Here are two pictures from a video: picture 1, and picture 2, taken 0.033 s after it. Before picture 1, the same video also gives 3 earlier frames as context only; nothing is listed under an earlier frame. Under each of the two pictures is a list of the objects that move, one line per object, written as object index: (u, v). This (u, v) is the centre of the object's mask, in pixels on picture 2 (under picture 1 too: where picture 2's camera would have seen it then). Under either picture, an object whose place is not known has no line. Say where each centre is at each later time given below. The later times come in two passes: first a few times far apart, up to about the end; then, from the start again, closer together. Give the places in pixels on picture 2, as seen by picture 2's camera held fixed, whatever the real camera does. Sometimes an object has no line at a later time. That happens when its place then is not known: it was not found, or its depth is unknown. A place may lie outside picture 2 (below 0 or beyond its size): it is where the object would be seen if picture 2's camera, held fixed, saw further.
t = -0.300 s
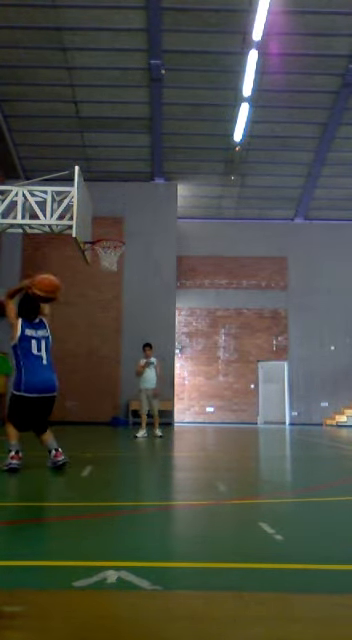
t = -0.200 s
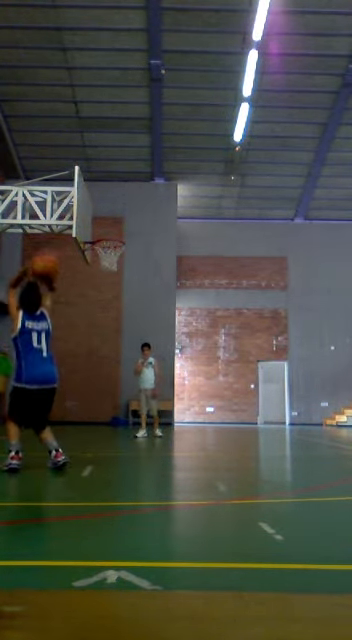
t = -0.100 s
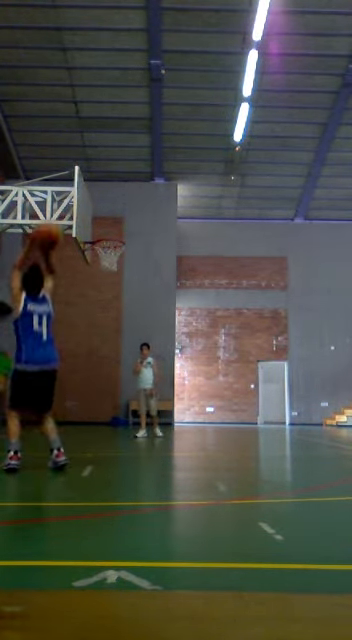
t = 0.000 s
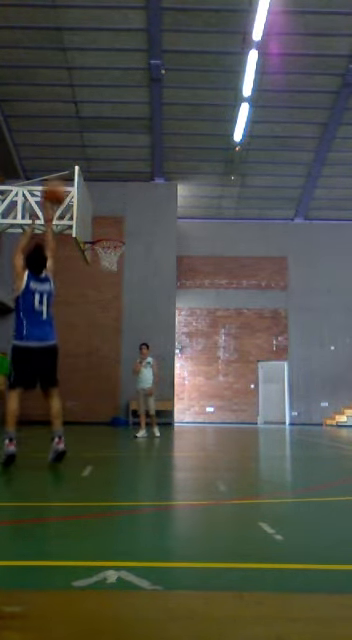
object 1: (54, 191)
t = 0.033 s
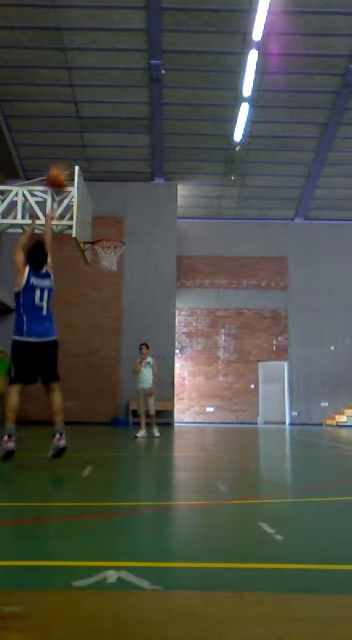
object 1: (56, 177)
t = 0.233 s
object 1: (72, 127)
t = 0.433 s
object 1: (81, 118)
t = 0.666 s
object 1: (89, 141)
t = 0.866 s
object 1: (95, 183)
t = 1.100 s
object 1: (102, 227)
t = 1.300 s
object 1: (124, 203)
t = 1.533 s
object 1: (146, 204)
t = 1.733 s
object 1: (164, 231)
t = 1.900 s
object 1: (177, 268)
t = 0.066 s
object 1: (60, 166)
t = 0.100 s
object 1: (63, 156)
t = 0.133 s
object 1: (66, 146)
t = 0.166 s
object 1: (68, 139)
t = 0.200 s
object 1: (69, 134)
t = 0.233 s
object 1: (72, 127)
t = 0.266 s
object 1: (74, 124)
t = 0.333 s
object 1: (77, 119)
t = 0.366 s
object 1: (79, 118)
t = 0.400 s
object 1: (80, 118)
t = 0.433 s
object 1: (81, 118)
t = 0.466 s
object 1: (83, 120)
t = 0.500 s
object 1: (85, 122)
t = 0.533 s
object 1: (86, 124)
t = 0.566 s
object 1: (87, 127)
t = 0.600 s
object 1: (88, 131)
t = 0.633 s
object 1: (89, 136)
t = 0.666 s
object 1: (89, 141)
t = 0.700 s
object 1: (90, 147)
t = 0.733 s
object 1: (91, 153)
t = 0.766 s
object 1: (92, 160)
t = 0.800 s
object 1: (94, 167)
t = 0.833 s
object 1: (94, 176)
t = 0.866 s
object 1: (95, 183)
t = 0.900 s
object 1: (95, 192)
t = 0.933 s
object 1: (96, 202)
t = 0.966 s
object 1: (96, 213)
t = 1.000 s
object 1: (97, 225)
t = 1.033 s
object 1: (98, 230)
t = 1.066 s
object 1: (97, 232)
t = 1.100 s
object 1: (102, 227)
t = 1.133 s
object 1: (106, 221)
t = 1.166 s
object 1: (110, 217)
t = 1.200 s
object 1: (114, 212)
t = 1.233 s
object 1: (117, 209)
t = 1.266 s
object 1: (120, 205)
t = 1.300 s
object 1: (124, 203)
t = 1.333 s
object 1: (128, 201)
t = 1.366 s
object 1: (131, 201)
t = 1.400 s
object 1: (134, 200)
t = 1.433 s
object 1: (137, 201)
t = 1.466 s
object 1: (140, 201)
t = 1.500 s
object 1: (143, 203)
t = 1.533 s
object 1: (146, 204)
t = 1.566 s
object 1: (149, 207)
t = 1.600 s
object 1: (152, 212)
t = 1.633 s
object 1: (155, 215)
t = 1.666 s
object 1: (158, 218)
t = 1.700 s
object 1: (161, 225)
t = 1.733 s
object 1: (164, 231)
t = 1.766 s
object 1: (167, 237)
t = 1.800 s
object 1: (169, 243)
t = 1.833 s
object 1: (171, 251)
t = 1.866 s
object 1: (175, 260)
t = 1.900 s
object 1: (177, 268)
